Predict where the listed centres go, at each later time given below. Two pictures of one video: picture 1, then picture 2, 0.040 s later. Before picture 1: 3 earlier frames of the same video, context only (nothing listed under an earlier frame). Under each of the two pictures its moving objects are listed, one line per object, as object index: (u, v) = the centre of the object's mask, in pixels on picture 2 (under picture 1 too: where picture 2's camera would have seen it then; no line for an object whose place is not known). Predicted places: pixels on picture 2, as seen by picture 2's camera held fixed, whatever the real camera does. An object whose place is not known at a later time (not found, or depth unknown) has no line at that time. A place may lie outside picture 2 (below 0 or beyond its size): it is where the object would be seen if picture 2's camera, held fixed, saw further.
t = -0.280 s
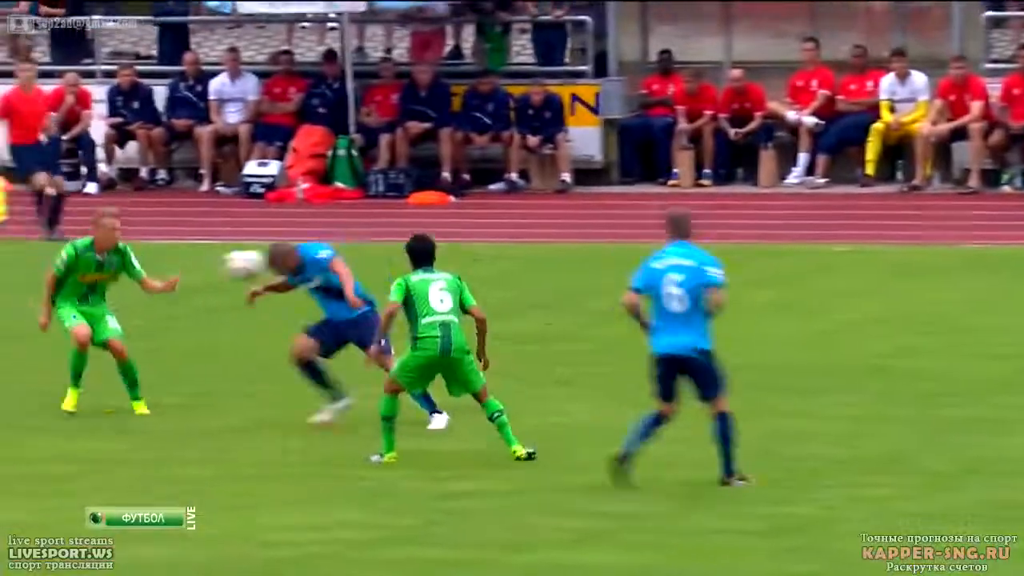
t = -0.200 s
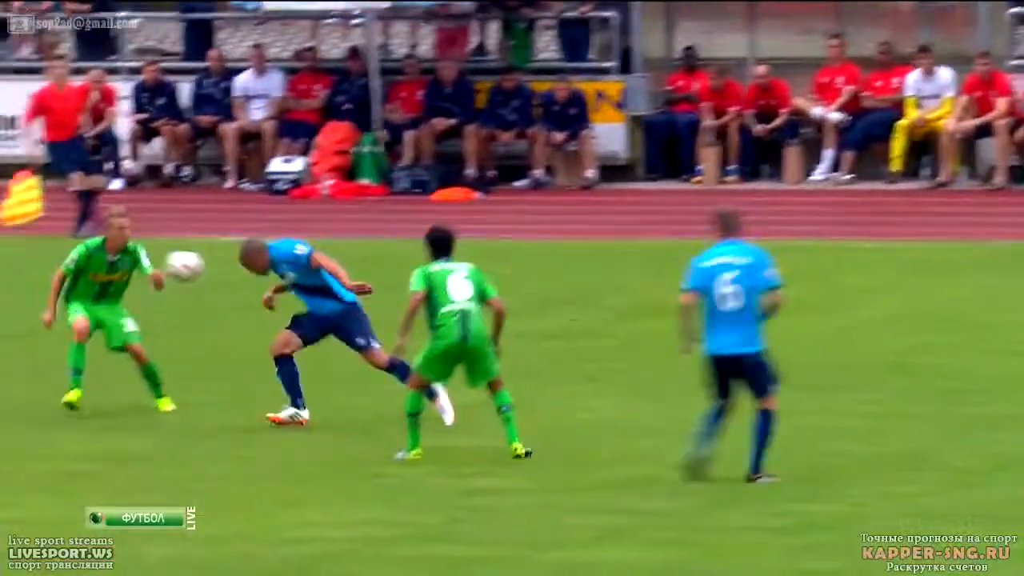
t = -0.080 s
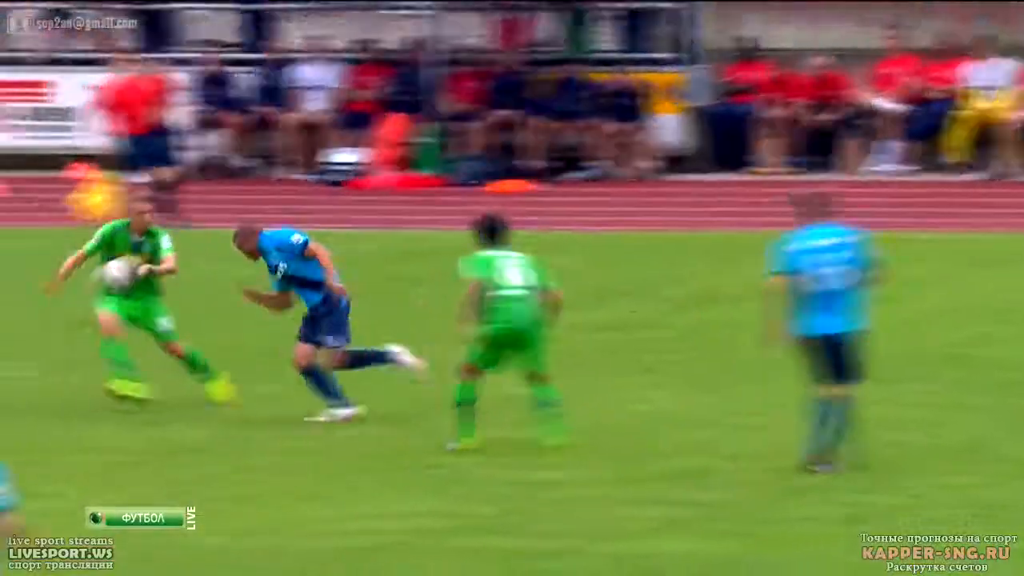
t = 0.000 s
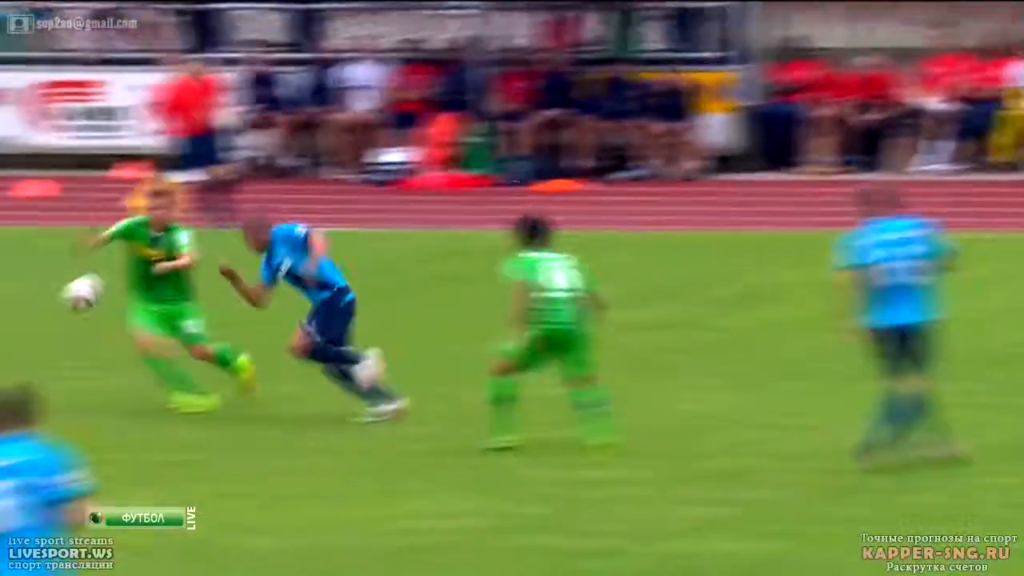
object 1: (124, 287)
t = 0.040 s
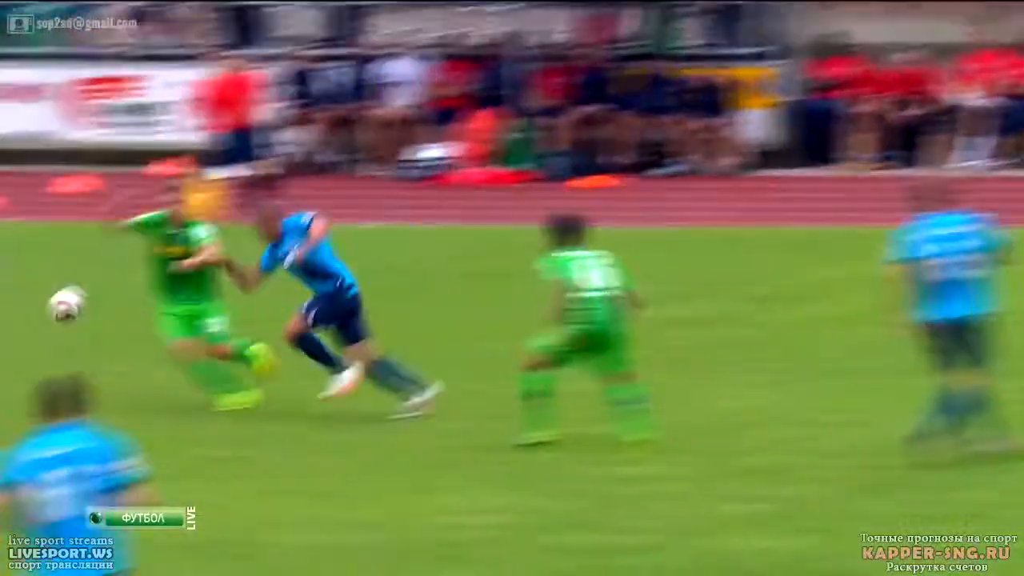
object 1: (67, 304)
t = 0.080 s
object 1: (37, 313)
